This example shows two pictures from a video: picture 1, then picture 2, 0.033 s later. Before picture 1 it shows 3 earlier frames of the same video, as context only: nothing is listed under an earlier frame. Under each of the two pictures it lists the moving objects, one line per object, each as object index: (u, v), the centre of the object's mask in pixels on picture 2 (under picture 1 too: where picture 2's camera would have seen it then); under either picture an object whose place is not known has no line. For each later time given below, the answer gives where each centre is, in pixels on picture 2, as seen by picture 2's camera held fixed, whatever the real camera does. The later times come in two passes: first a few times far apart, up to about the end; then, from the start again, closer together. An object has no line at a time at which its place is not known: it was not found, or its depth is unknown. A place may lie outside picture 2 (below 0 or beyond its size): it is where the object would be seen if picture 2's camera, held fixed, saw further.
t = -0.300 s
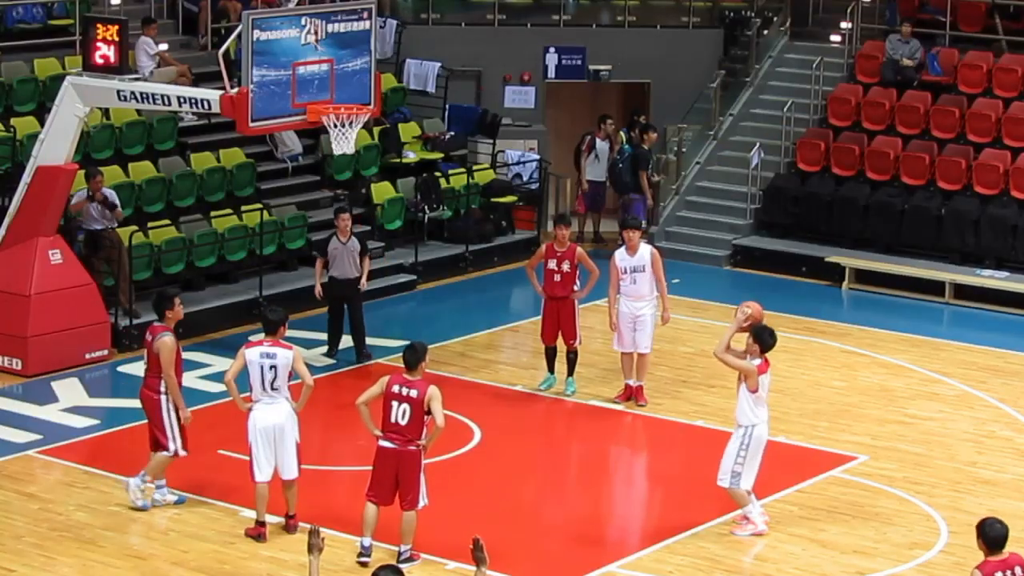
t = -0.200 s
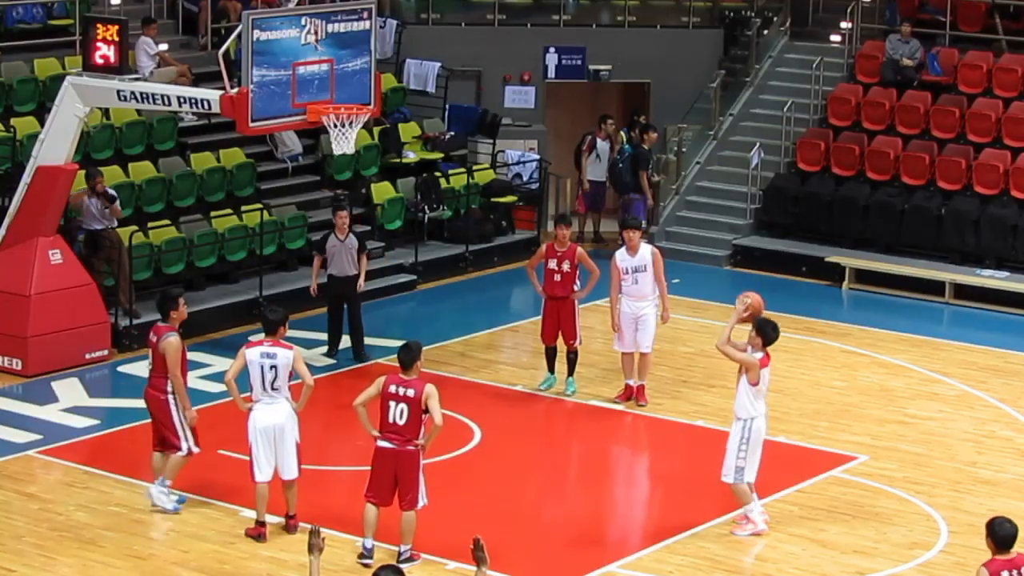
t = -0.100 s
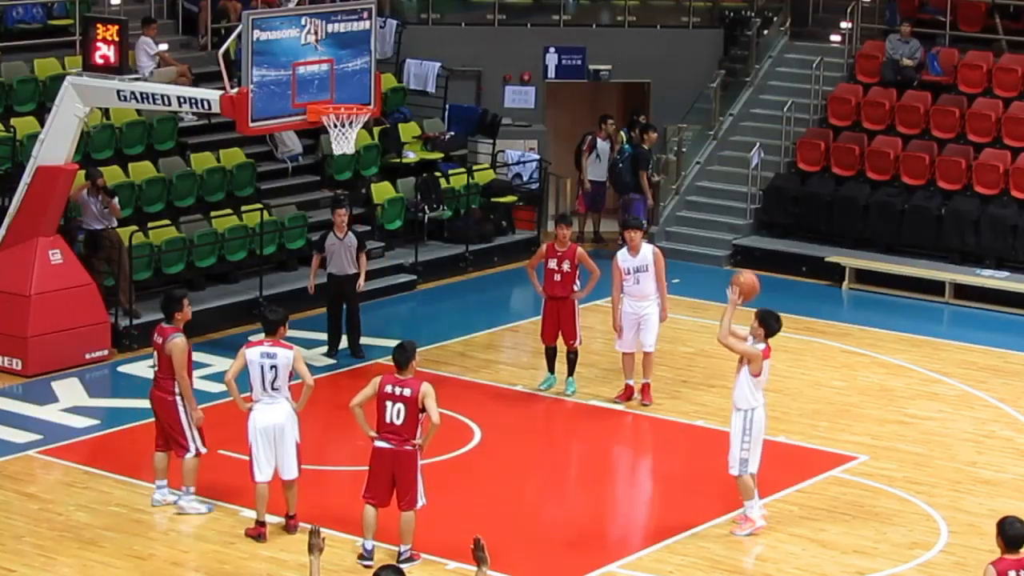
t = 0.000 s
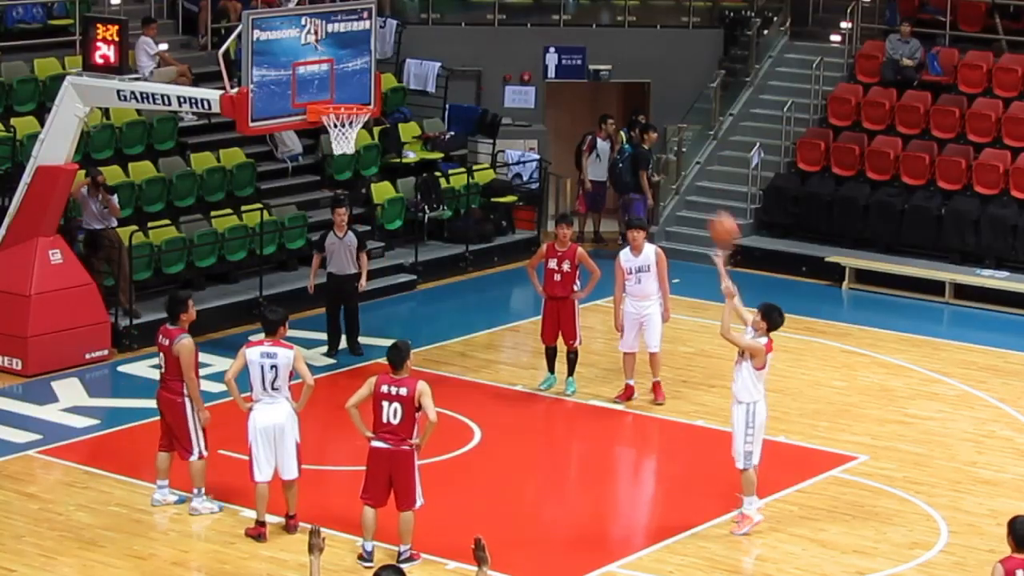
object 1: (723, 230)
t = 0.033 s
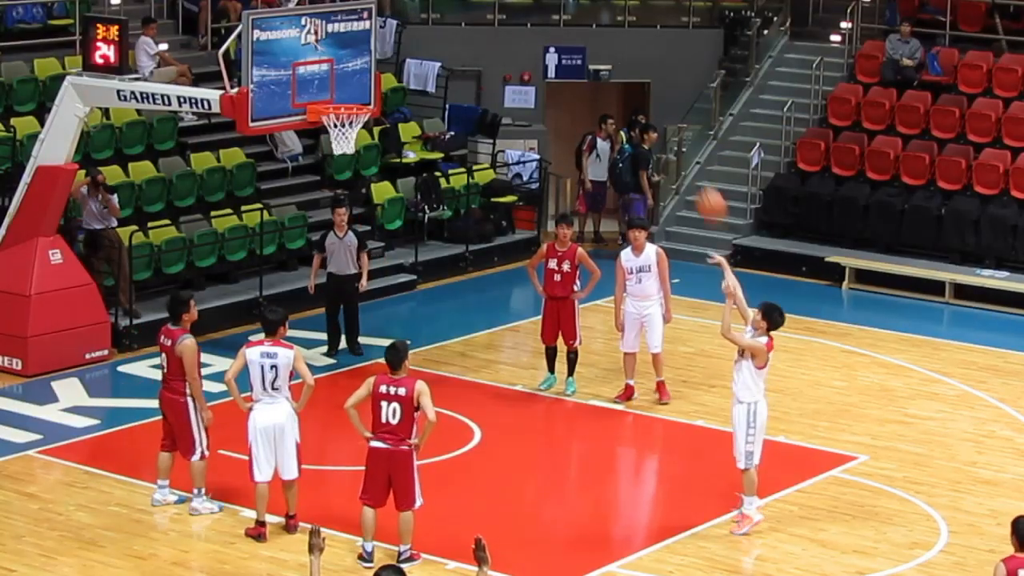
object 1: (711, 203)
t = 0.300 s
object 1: (609, 61)
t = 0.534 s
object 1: (523, 10)
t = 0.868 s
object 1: (408, 37)
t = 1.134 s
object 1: (328, 129)
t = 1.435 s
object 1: (359, 207)
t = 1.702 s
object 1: (383, 353)
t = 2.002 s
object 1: (425, 338)
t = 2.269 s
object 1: (465, 285)
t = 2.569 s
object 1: (510, 304)
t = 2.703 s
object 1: (528, 344)
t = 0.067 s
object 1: (698, 181)
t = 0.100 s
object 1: (685, 159)
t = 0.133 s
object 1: (673, 140)
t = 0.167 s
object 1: (660, 122)
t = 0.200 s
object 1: (647, 105)
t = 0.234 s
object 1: (634, 89)
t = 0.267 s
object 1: (621, 74)
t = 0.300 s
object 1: (609, 61)
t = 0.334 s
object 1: (597, 49)
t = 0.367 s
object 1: (584, 39)
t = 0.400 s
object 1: (572, 30)
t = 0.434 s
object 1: (559, 22)
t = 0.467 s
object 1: (547, 16)
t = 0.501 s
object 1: (535, 12)
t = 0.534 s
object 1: (523, 10)
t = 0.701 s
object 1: (464, 10)
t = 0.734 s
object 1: (452, 12)
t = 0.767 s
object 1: (441, 15)
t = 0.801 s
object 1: (430, 21)
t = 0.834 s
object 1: (418, 28)
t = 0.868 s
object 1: (408, 37)
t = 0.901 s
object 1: (397, 46)
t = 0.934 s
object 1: (386, 56)
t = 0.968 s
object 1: (375, 67)
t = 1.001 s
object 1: (362, 80)
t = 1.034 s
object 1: (353, 93)
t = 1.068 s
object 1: (343, 102)
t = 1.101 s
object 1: (332, 120)
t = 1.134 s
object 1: (328, 129)
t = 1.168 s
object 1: (333, 138)
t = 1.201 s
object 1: (334, 141)
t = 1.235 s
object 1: (338, 146)
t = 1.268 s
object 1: (341, 153)
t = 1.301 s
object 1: (345, 161)
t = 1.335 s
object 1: (348, 172)
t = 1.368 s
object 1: (352, 182)
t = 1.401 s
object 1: (356, 193)
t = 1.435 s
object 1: (359, 207)
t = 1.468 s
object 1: (362, 221)
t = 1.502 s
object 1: (365, 236)
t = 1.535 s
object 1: (368, 254)
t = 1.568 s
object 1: (371, 270)
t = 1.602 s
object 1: (375, 290)
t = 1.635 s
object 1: (378, 310)
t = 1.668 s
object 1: (381, 329)
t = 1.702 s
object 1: (383, 353)
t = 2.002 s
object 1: (425, 338)
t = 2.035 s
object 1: (429, 333)
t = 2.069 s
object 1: (434, 323)
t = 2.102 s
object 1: (439, 314)
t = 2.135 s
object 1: (444, 306)
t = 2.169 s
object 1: (450, 299)
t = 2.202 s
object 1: (455, 293)
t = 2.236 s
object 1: (460, 288)
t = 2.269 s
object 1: (465, 285)
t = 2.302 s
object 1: (470, 282)
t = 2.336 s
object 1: (475, 281)
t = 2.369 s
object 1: (480, 280)
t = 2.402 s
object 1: (485, 282)
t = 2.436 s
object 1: (490, 283)
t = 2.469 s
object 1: (494, 287)
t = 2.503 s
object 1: (499, 291)
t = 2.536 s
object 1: (504, 297)
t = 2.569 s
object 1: (510, 304)
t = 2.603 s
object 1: (514, 311)
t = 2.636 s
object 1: (519, 321)
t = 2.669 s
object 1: (523, 333)
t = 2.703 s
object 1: (528, 344)
